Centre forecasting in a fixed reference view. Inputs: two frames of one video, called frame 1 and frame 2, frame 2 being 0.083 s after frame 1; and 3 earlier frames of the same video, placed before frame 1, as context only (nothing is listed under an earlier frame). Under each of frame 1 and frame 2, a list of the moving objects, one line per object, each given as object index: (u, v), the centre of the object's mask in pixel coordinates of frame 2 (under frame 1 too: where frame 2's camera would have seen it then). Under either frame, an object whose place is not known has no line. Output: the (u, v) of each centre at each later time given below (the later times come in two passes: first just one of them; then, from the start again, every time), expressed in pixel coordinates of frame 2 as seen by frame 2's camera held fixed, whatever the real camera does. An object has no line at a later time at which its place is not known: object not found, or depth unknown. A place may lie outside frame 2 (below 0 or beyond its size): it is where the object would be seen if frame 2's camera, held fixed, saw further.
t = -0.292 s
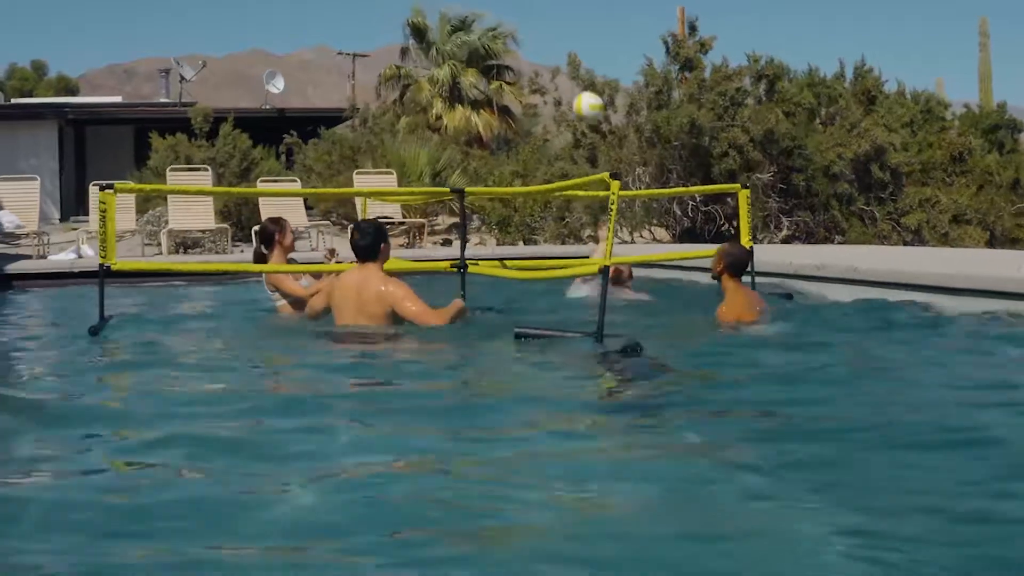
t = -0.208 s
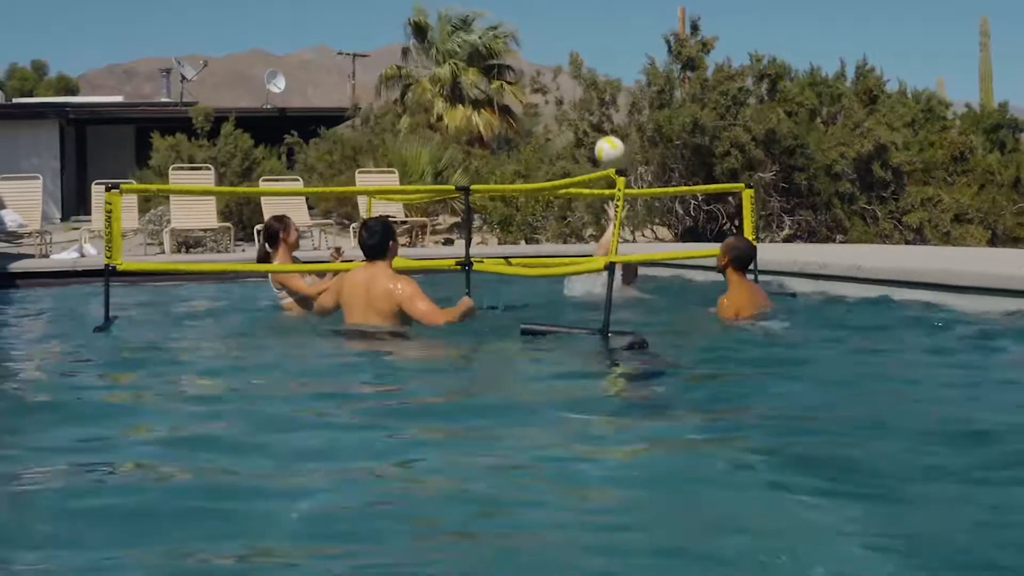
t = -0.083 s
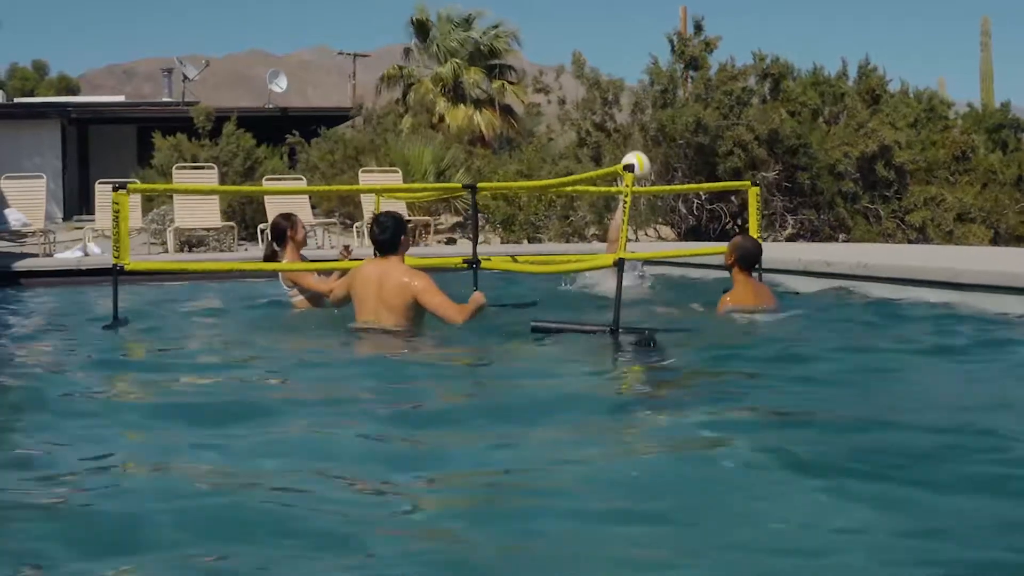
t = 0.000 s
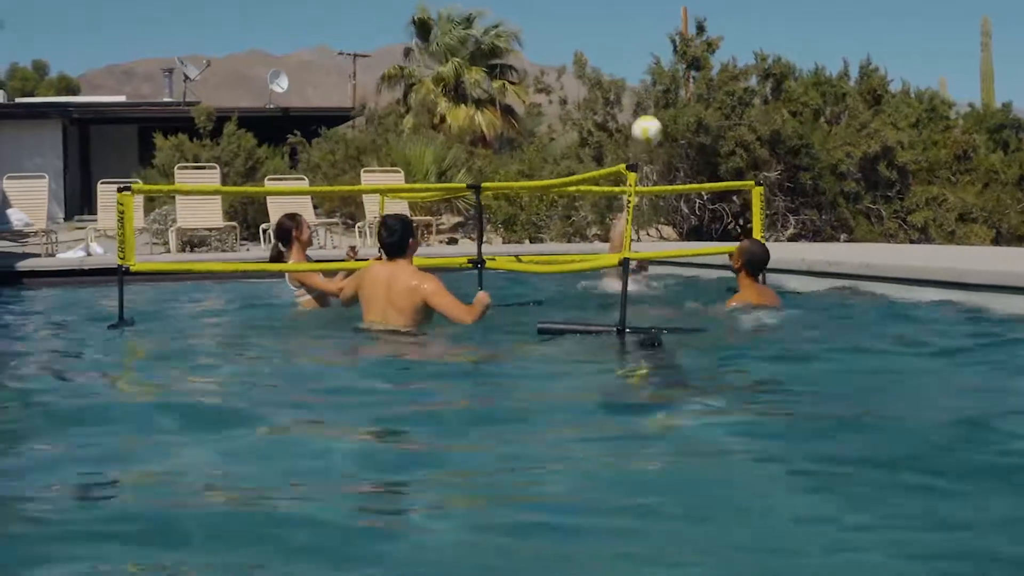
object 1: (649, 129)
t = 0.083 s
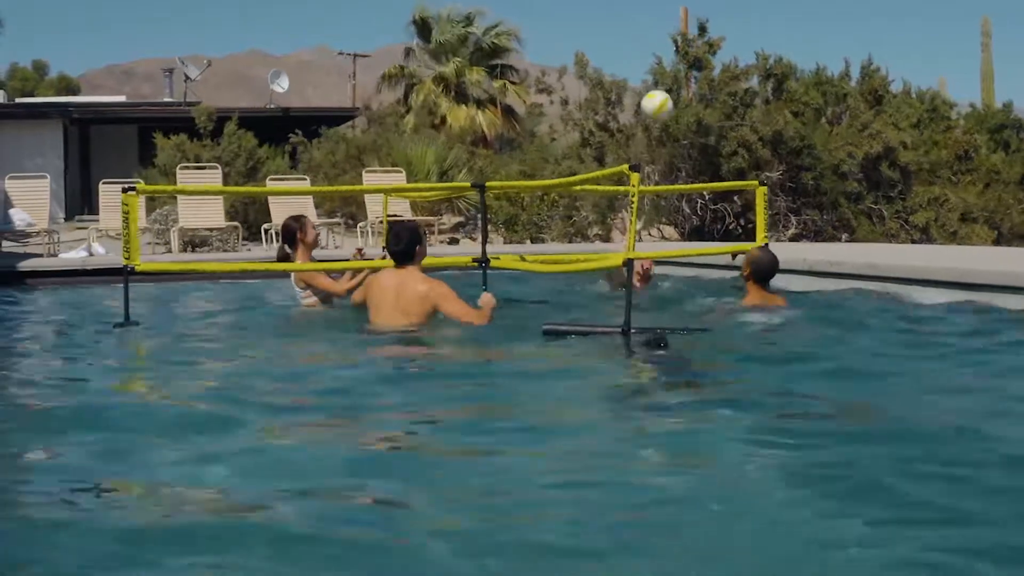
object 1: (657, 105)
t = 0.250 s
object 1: (675, 78)
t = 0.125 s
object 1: (661, 94)
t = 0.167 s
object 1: (665, 86)
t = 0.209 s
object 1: (669, 80)
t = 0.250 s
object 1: (675, 78)
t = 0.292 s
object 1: (681, 78)
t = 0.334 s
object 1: (688, 82)
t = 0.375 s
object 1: (695, 88)
